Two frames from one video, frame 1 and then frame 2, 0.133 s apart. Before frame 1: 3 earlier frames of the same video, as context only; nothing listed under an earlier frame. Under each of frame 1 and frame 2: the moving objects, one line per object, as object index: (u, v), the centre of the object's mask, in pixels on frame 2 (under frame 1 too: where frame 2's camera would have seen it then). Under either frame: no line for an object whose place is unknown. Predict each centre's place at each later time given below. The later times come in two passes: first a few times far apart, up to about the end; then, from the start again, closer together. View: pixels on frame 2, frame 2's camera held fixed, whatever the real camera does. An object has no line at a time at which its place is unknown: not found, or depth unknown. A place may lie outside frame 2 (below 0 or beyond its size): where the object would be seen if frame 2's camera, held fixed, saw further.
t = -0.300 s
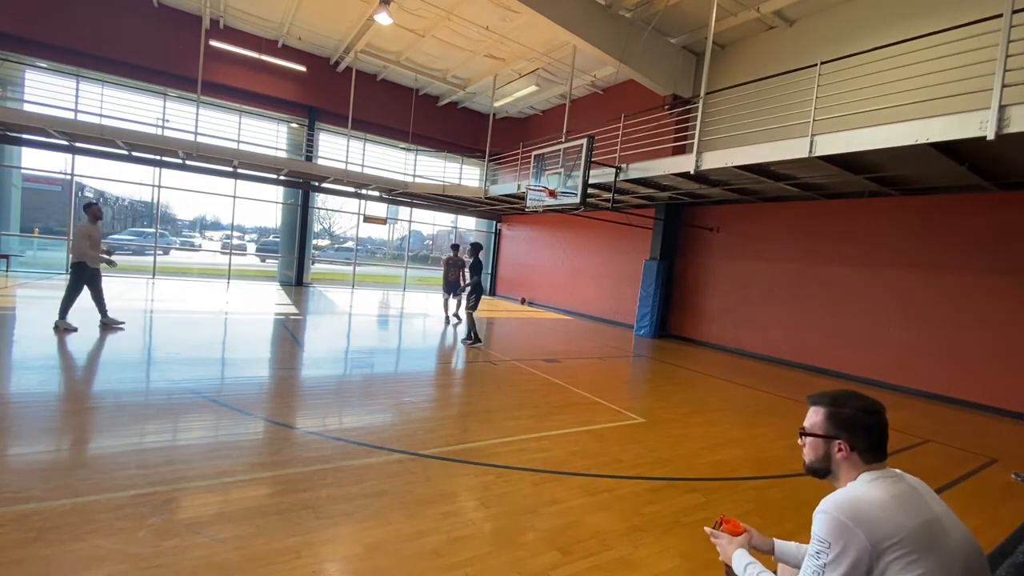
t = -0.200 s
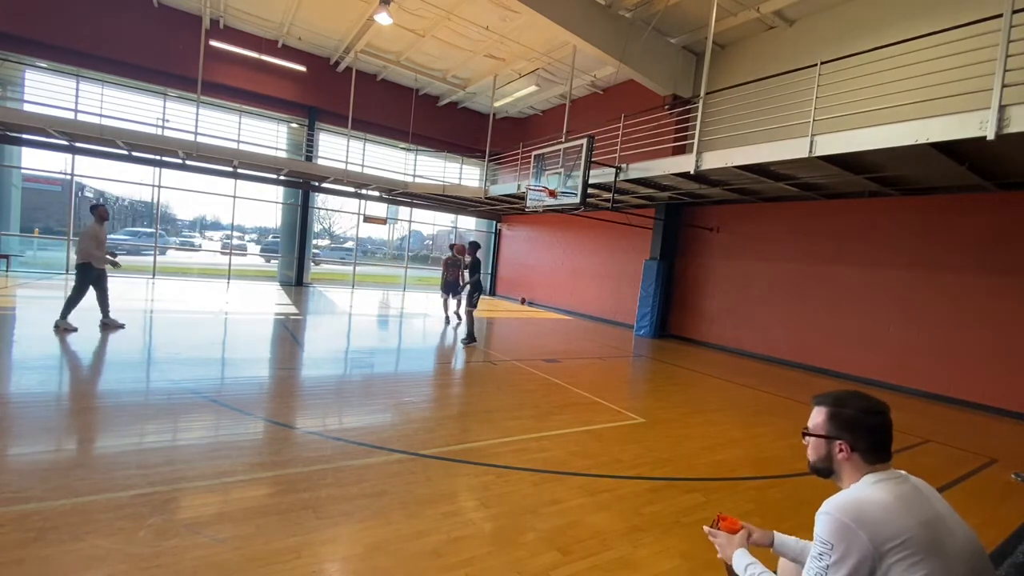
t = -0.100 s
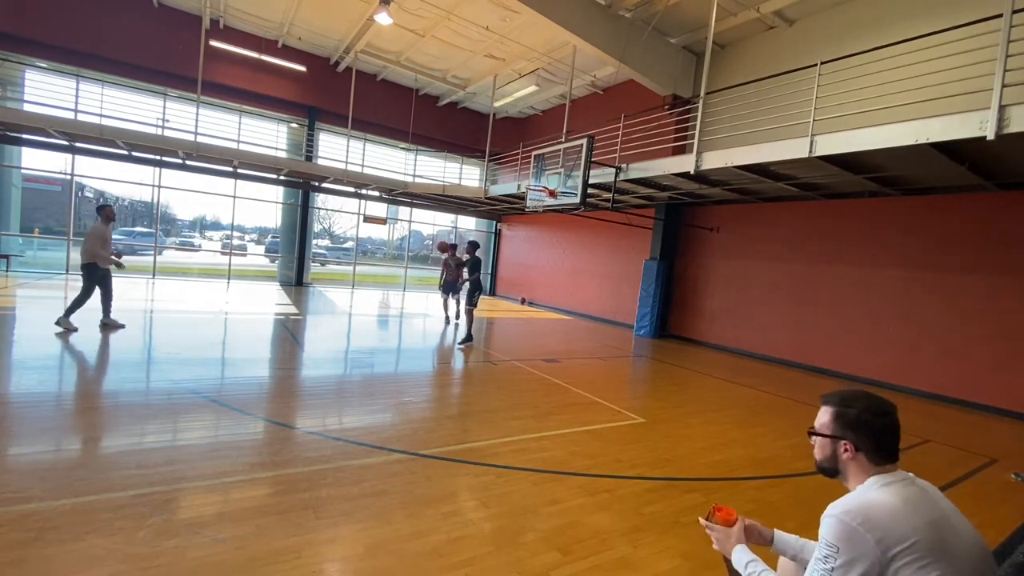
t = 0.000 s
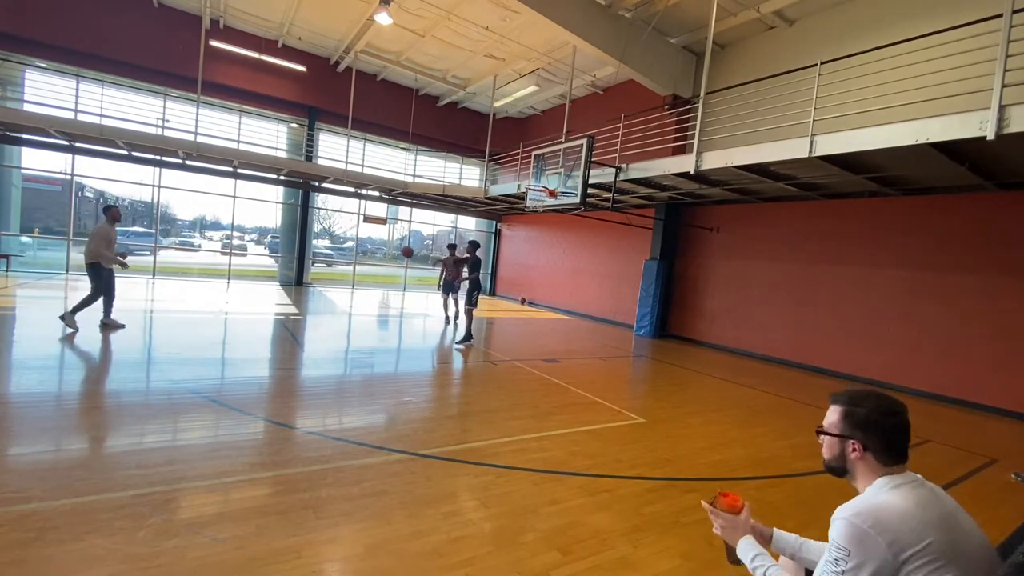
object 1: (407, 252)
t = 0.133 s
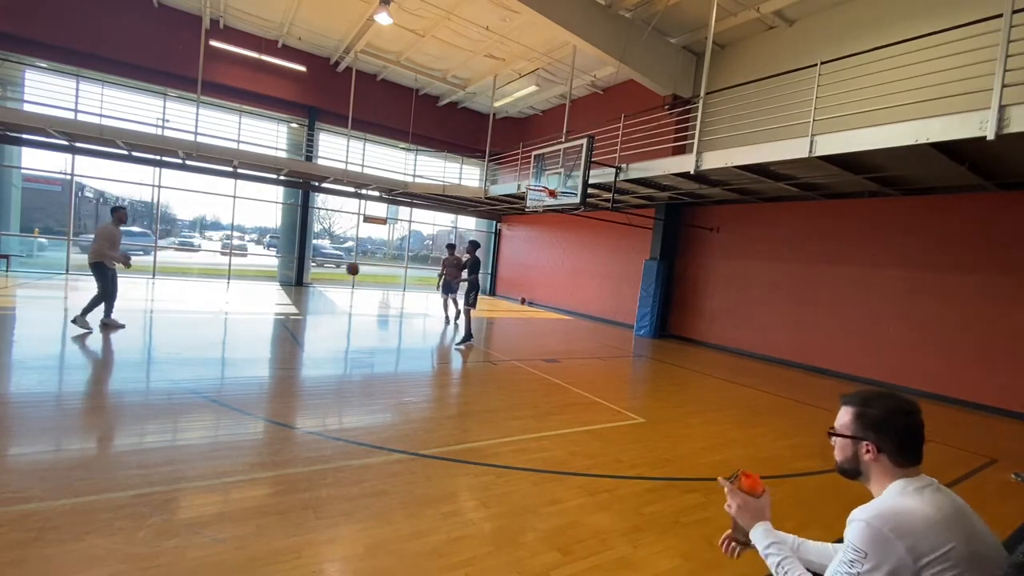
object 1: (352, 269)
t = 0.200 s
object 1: (323, 282)
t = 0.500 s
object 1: (218, 291)
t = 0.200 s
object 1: (323, 282)
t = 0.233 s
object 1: (308, 289)
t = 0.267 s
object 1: (293, 298)
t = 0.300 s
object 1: (277, 307)
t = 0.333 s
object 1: (261, 317)
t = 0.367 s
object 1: (246, 325)
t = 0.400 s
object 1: (240, 315)
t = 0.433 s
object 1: (232, 307)
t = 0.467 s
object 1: (225, 298)
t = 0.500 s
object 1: (218, 291)
